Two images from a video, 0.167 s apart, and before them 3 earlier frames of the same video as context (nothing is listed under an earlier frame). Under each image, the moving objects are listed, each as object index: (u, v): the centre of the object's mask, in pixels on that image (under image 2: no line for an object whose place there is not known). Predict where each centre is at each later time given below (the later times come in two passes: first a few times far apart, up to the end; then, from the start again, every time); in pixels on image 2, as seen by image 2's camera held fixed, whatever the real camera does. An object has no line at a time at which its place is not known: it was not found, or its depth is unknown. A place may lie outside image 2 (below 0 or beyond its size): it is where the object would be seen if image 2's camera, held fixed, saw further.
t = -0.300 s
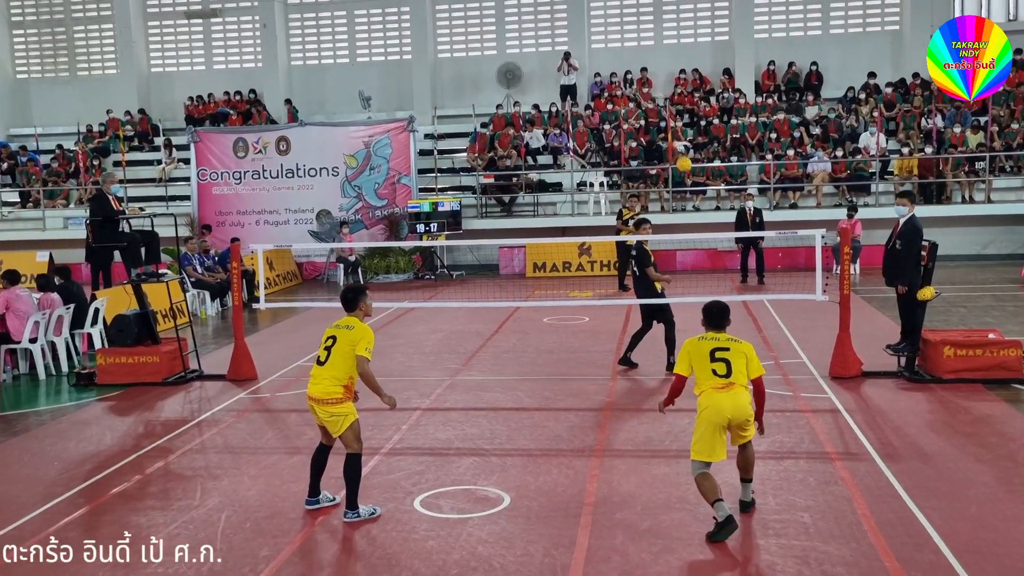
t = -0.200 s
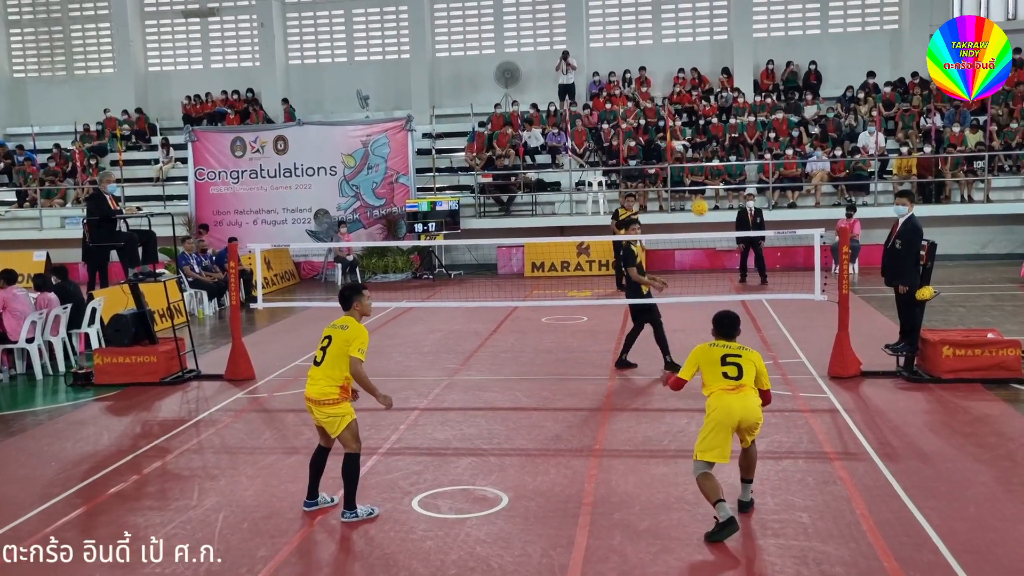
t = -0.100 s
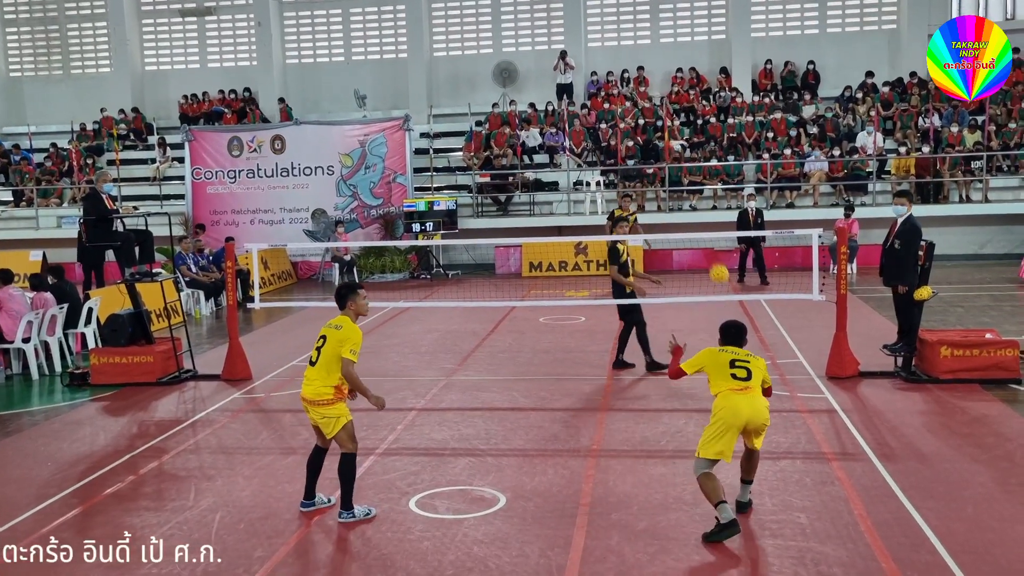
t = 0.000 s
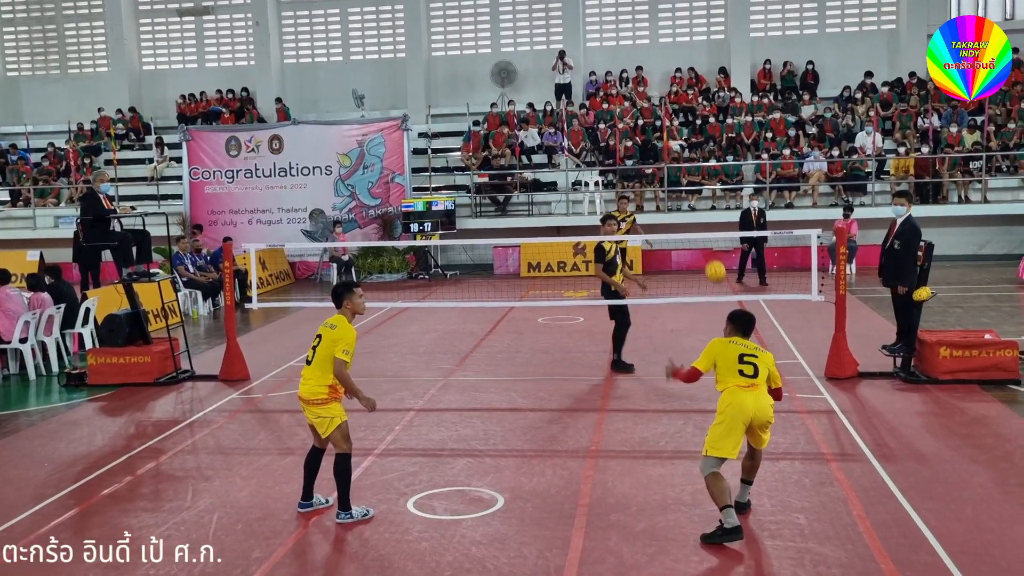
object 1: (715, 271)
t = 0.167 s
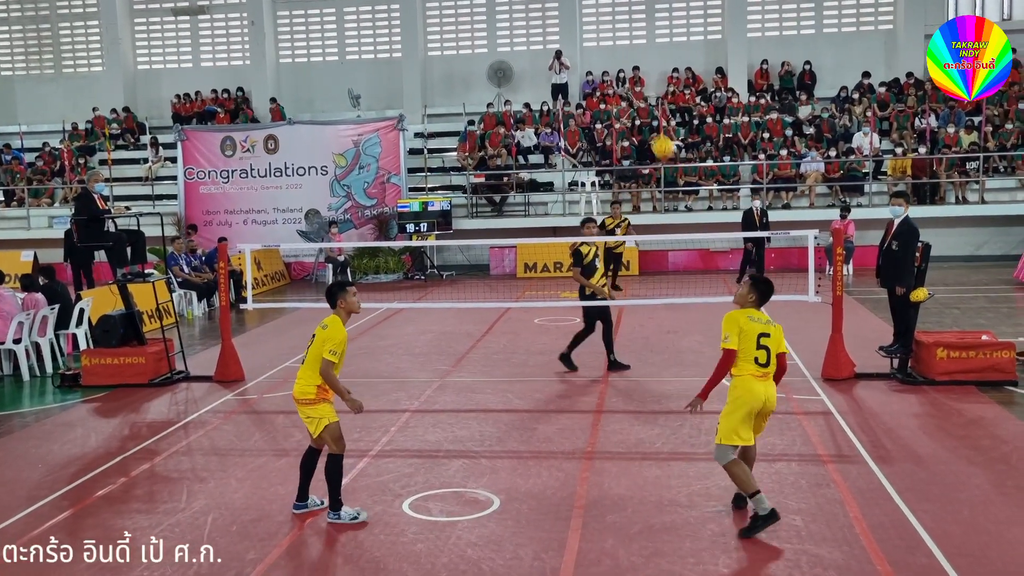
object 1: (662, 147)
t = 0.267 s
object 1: (632, 89)
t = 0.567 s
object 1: (533, 6)
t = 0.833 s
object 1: (430, 59)
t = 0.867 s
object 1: (418, 77)
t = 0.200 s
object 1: (652, 125)
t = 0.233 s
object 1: (642, 107)
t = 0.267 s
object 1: (632, 89)
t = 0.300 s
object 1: (620, 71)
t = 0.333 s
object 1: (610, 57)
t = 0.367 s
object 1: (600, 44)
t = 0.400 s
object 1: (588, 32)
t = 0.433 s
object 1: (577, 22)
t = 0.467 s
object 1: (566, 14)
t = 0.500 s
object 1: (555, 9)
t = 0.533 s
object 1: (544, 7)
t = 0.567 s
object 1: (533, 6)
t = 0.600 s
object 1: (514, 5)
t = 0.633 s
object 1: (500, 7)
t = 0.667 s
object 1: (487, 10)
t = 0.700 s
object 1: (476, 14)
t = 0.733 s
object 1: (464, 22)
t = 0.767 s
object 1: (453, 32)
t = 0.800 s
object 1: (442, 45)
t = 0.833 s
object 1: (430, 59)
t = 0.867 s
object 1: (418, 77)
